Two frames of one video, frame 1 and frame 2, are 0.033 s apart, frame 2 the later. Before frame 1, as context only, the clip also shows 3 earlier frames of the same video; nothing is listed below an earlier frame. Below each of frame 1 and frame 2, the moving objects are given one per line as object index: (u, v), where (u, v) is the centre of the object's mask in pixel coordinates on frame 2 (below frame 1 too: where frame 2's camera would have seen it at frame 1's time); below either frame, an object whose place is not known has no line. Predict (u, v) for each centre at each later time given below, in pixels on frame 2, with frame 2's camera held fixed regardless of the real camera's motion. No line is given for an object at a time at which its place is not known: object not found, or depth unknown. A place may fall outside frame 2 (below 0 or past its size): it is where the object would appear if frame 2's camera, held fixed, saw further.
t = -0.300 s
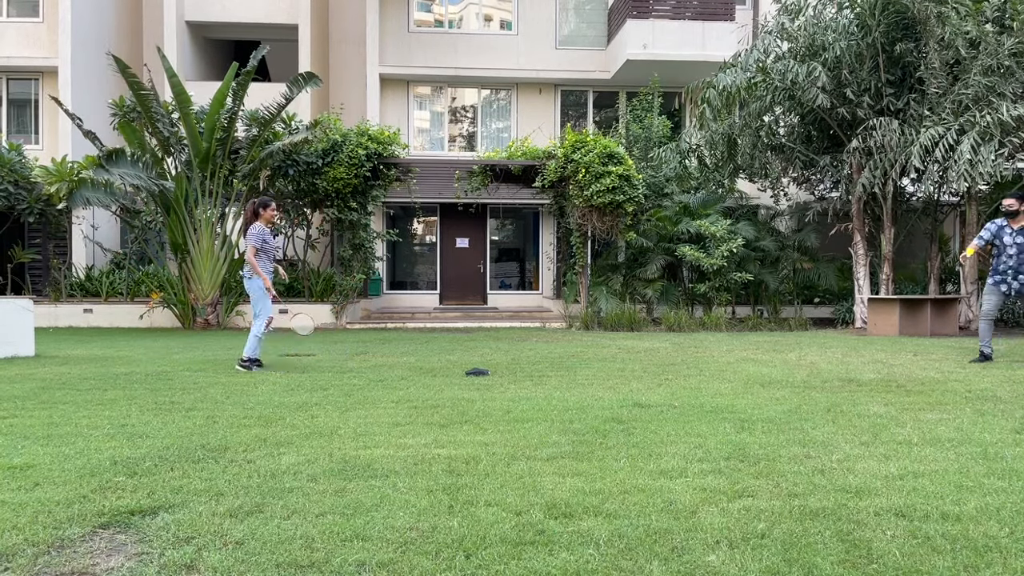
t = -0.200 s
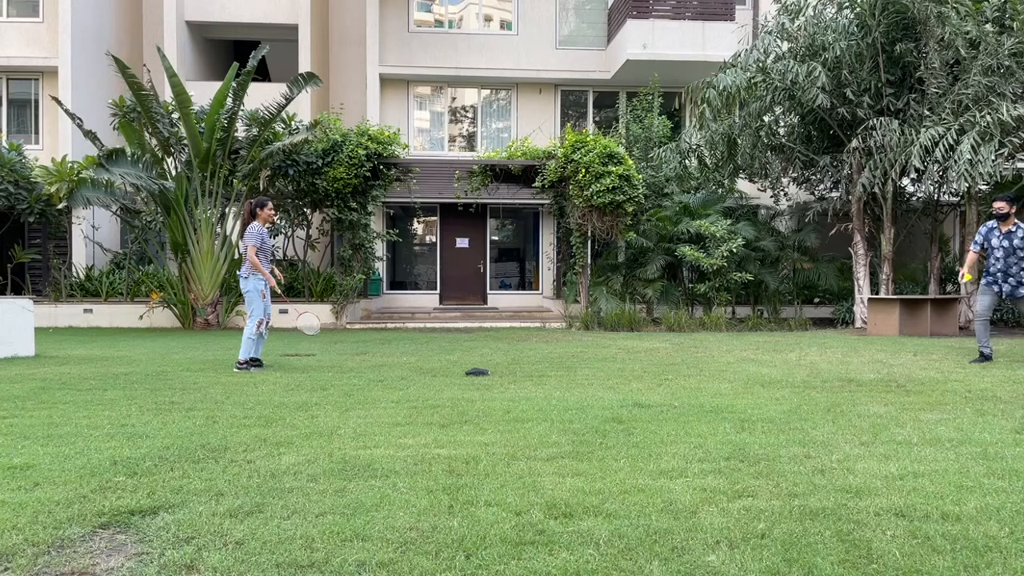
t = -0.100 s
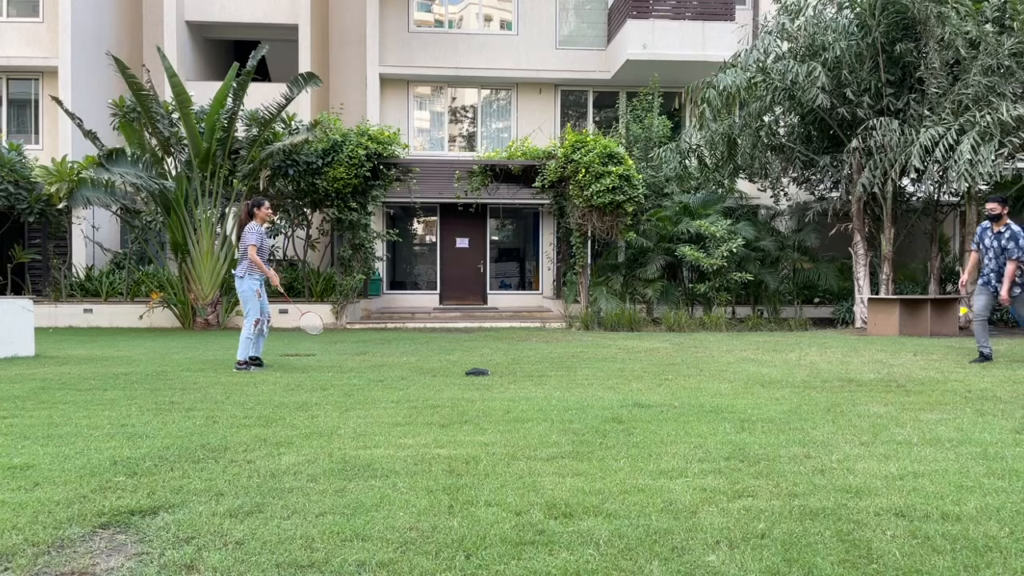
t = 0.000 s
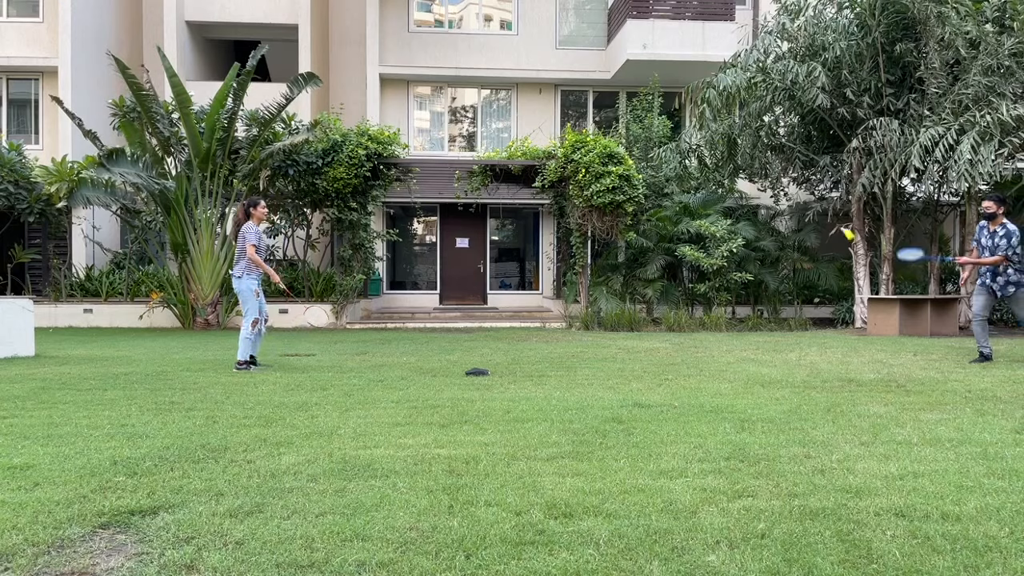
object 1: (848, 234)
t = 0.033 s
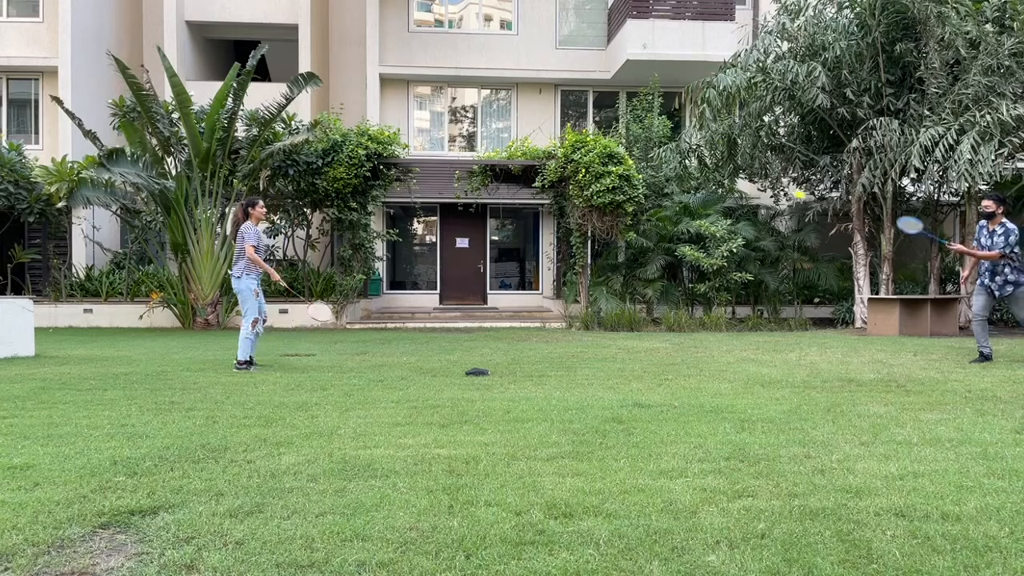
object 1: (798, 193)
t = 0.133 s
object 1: (686, 116)
